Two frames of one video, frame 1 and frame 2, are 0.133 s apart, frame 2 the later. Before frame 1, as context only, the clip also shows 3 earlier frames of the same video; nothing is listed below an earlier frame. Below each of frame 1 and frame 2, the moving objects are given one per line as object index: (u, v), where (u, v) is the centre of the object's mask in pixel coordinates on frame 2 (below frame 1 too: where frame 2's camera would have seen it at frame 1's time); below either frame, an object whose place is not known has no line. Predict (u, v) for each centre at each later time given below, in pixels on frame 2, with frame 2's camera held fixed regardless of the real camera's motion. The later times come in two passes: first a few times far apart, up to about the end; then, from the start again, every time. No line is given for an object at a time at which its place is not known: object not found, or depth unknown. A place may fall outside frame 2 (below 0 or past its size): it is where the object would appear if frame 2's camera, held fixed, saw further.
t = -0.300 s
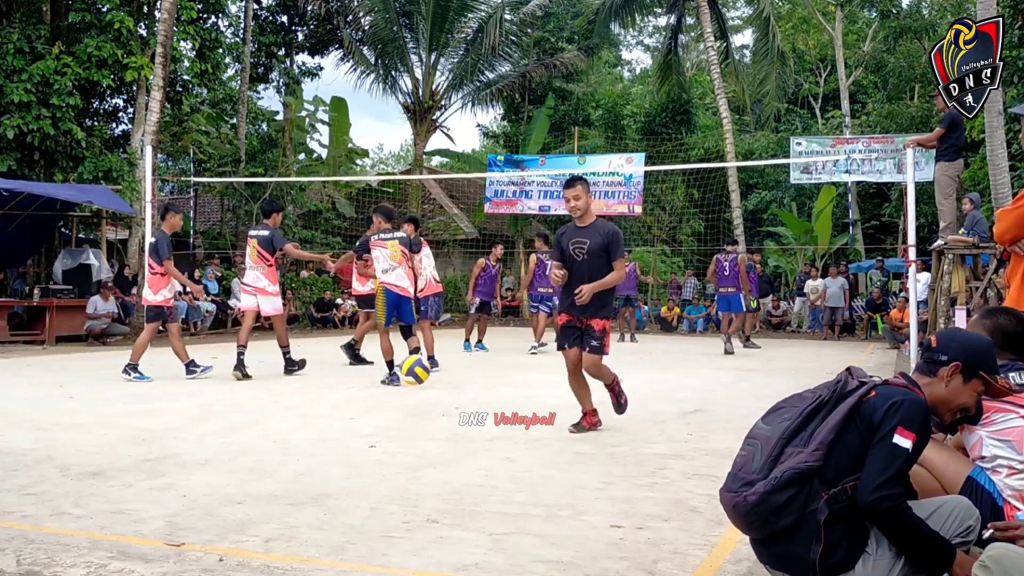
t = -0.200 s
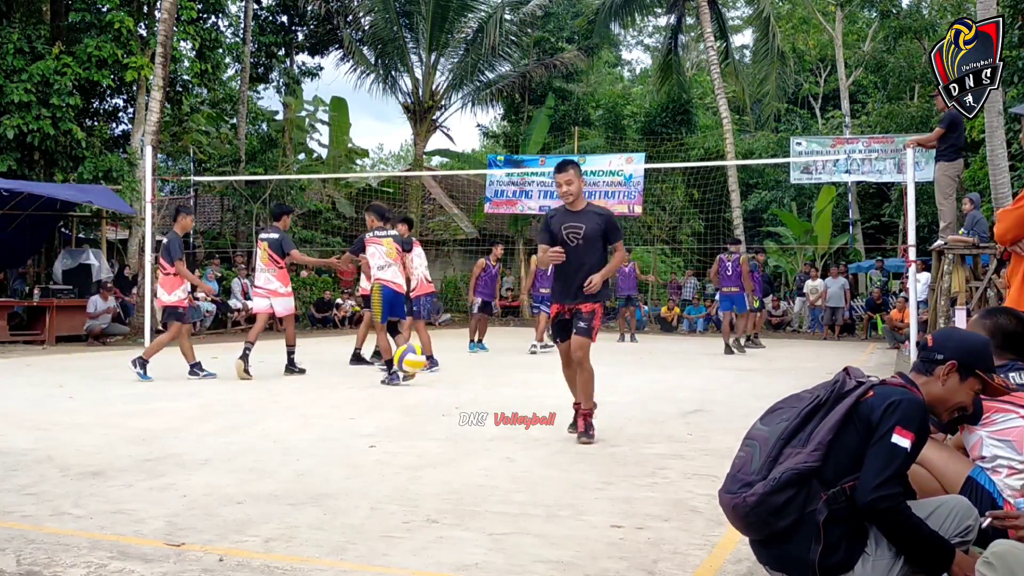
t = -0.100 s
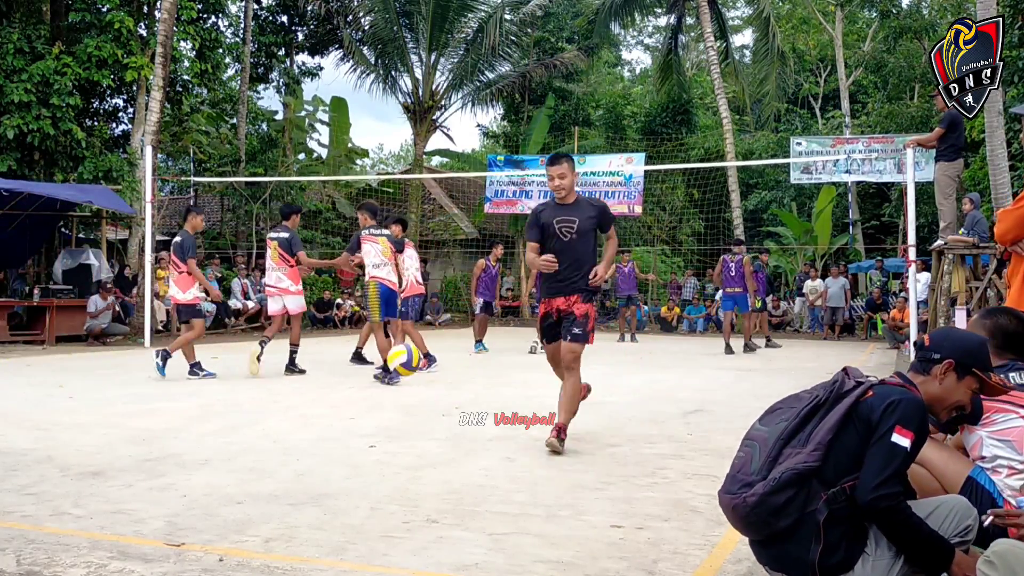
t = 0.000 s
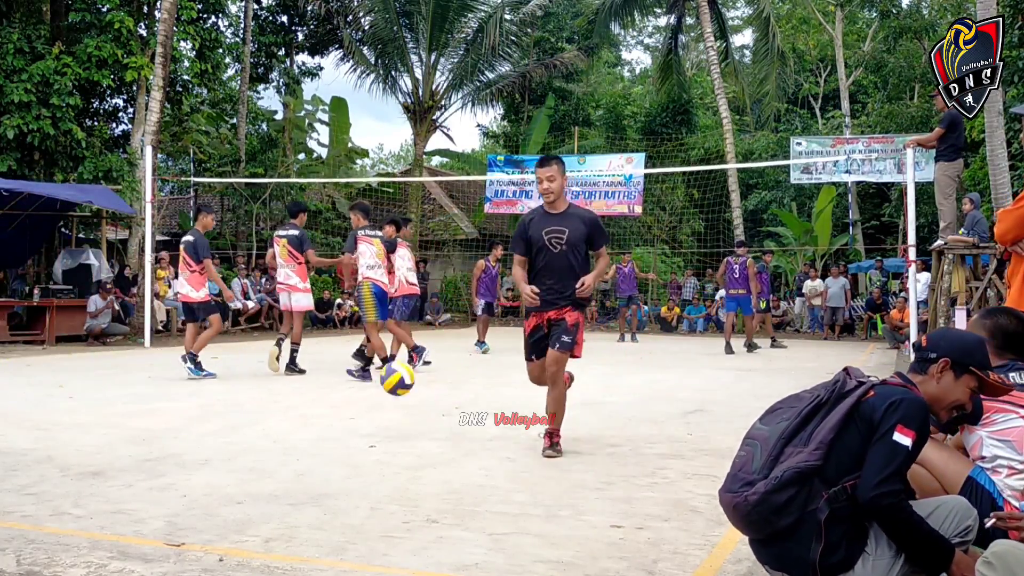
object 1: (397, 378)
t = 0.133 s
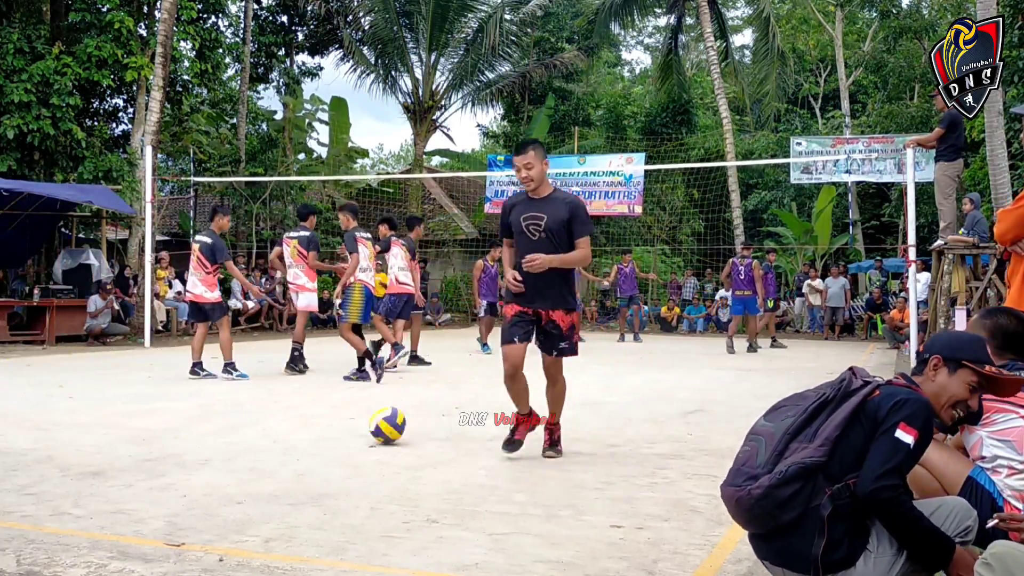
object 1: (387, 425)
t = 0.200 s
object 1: (383, 407)
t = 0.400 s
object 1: (369, 398)
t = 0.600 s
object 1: (350, 452)
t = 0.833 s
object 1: (326, 441)
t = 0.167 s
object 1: (386, 415)
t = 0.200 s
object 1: (383, 407)
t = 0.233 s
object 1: (381, 401)
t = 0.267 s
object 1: (379, 397)
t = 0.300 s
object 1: (376, 394)
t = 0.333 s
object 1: (374, 394)
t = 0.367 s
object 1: (372, 395)
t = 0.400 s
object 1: (369, 398)
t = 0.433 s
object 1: (366, 405)
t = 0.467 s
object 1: (363, 413)
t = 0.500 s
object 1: (360, 424)
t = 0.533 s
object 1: (356, 438)
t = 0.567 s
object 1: (353, 456)
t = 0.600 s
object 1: (350, 452)
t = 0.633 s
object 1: (348, 444)
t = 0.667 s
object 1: (344, 437)
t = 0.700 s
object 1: (341, 432)
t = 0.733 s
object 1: (337, 430)
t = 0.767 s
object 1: (334, 431)
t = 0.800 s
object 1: (330, 435)
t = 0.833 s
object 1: (326, 441)
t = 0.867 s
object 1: (321, 451)
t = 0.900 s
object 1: (317, 464)
